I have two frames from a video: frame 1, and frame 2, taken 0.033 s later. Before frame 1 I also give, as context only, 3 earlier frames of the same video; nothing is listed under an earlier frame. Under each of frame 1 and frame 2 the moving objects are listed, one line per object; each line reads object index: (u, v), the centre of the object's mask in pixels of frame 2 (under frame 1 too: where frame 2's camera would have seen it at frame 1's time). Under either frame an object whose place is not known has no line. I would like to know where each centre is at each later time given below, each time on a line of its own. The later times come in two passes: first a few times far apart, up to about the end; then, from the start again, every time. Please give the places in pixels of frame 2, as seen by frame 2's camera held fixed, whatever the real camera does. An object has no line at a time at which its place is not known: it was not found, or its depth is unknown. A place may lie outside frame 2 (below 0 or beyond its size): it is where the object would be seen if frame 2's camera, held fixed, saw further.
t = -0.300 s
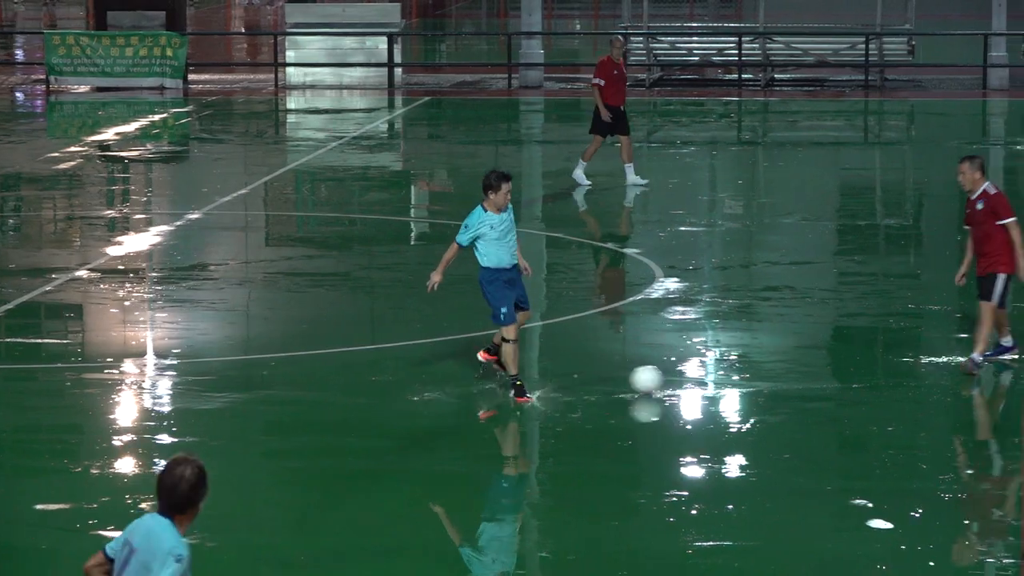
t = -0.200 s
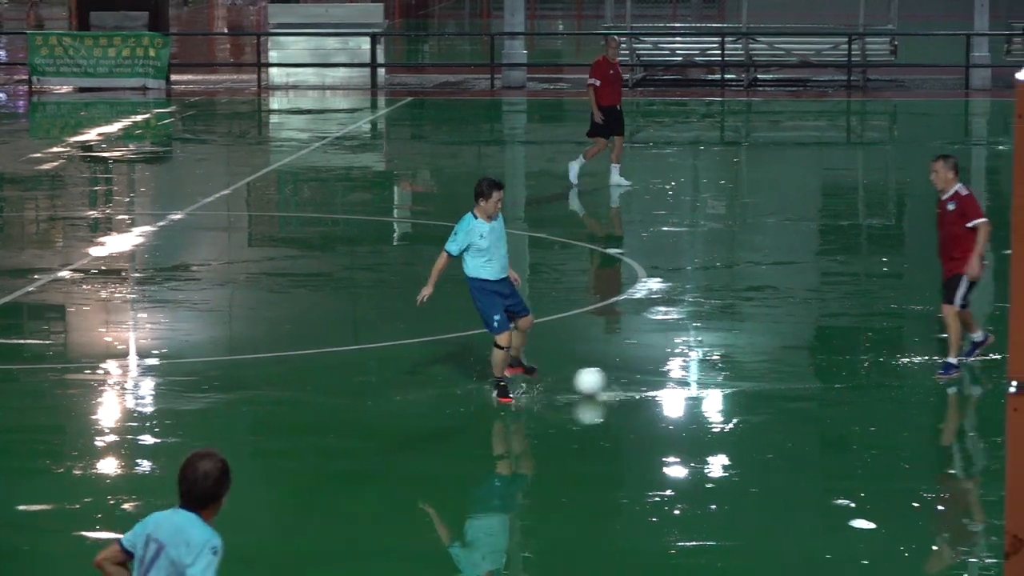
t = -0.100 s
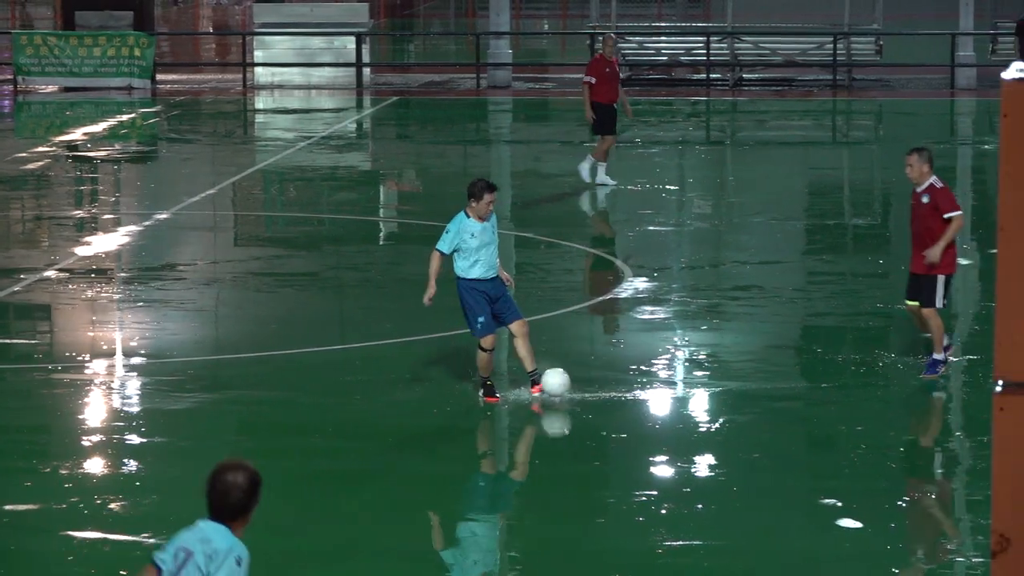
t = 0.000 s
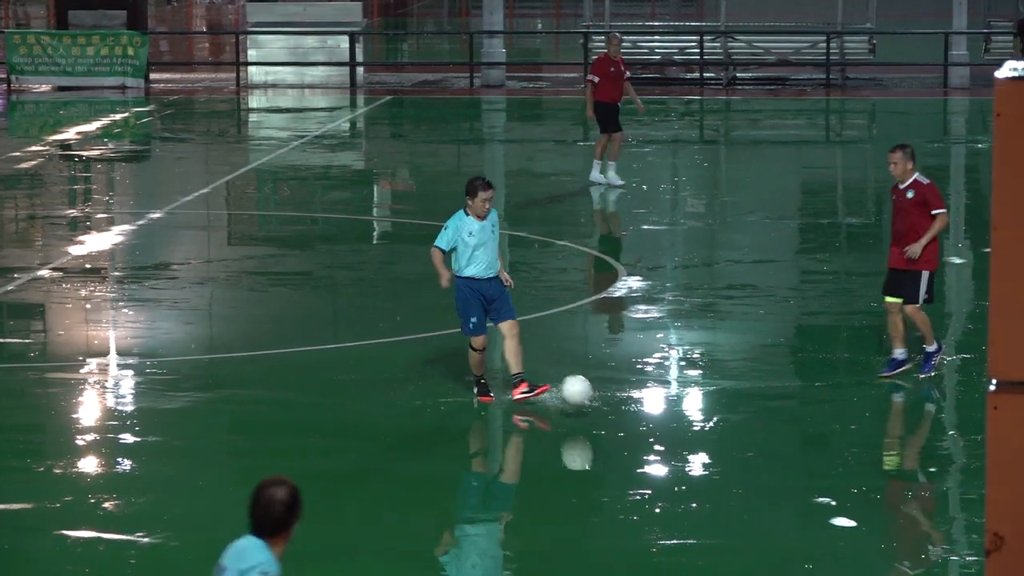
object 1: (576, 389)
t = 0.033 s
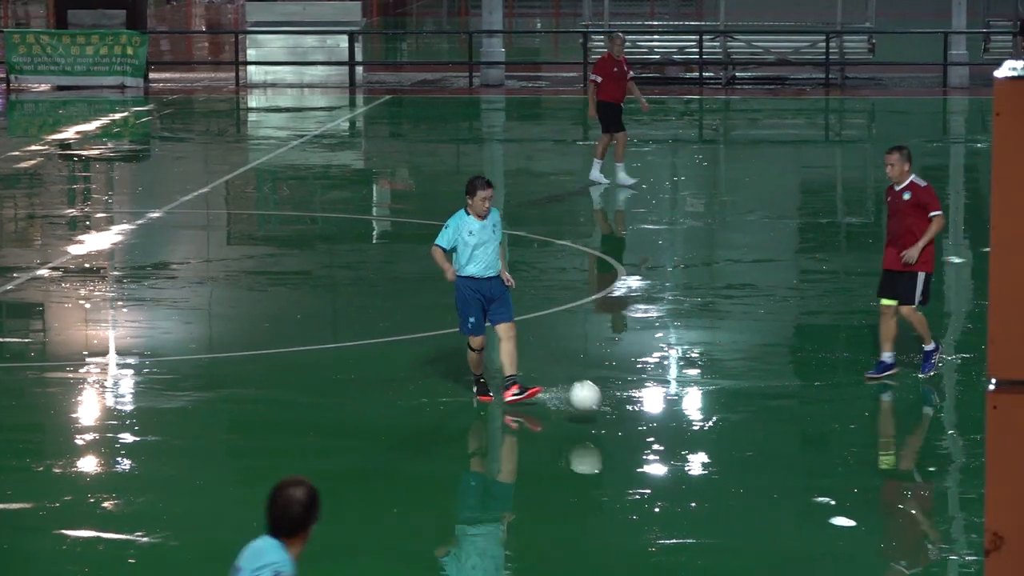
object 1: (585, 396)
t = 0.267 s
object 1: (650, 452)
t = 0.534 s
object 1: (715, 511)
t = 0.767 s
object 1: (759, 569)
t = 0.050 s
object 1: (589, 399)
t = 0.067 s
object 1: (594, 404)
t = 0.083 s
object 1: (599, 408)
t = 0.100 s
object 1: (604, 414)
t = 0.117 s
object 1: (609, 419)
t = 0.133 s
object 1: (614, 426)
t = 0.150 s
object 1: (619, 433)
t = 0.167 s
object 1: (624, 439)
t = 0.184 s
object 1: (629, 444)
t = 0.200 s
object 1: (633, 445)
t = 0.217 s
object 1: (637, 446)
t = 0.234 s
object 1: (641, 448)
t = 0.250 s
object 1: (645, 450)
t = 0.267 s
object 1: (650, 452)
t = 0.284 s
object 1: (655, 455)
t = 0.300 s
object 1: (659, 459)
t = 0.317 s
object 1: (664, 463)
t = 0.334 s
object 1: (668, 468)
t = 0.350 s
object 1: (672, 473)
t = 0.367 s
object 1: (677, 478)
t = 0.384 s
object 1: (680, 484)
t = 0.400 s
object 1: (685, 491)
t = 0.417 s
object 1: (690, 495)
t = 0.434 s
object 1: (693, 496)
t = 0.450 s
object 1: (696, 498)
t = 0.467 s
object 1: (700, 500)
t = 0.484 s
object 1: (704, 502)
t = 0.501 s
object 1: (707, 504)
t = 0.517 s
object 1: (711, 507)
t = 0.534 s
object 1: (715, 511)
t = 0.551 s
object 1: (718, 515)
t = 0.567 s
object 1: (721, 520)
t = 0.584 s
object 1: (725, 525)
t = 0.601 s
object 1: (729, 531)
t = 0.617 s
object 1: (733, 537)
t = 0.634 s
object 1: (736, 544)
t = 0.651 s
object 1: (739, 546)
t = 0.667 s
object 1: (742, 548)
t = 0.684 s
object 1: (745, 550)
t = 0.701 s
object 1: (747, 553)
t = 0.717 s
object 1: (750, 556)
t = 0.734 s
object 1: (753, 560)
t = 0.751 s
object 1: (756, 564)
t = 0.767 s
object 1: (759, 569)
